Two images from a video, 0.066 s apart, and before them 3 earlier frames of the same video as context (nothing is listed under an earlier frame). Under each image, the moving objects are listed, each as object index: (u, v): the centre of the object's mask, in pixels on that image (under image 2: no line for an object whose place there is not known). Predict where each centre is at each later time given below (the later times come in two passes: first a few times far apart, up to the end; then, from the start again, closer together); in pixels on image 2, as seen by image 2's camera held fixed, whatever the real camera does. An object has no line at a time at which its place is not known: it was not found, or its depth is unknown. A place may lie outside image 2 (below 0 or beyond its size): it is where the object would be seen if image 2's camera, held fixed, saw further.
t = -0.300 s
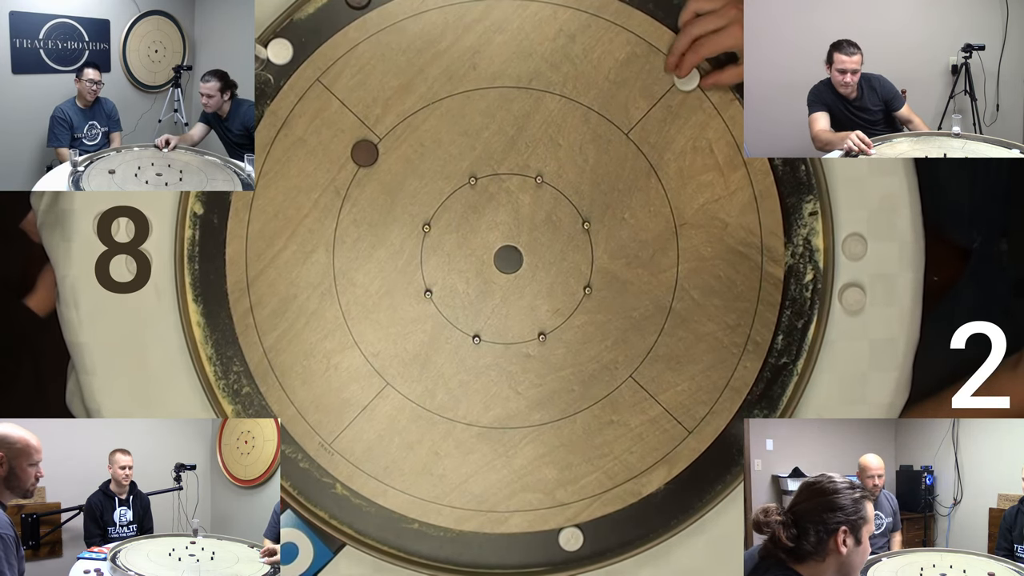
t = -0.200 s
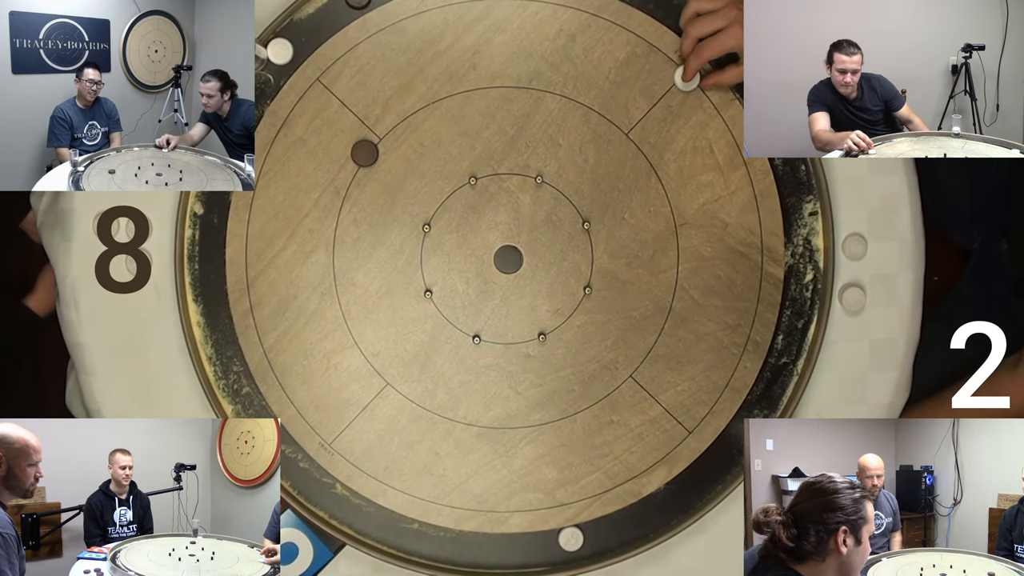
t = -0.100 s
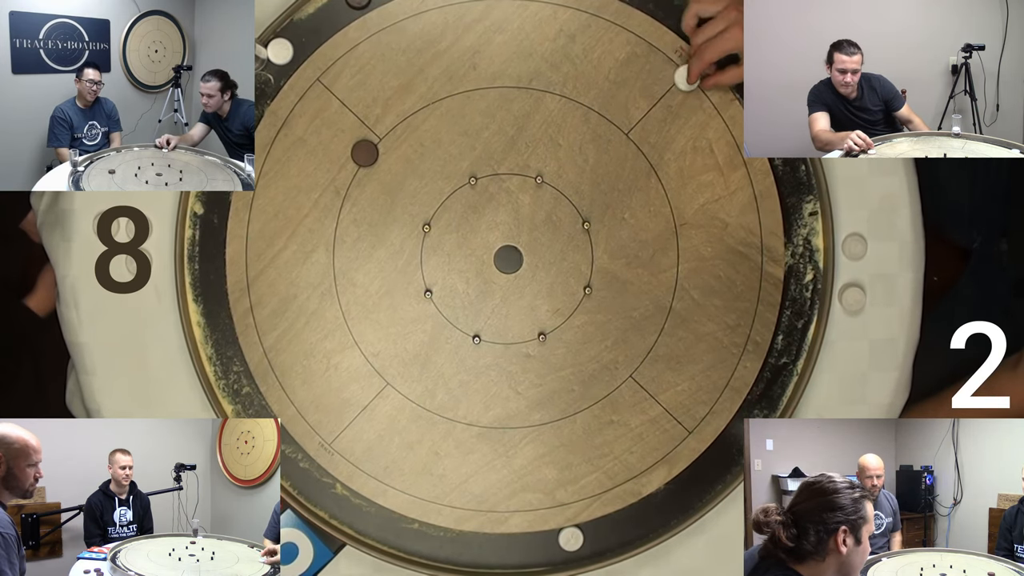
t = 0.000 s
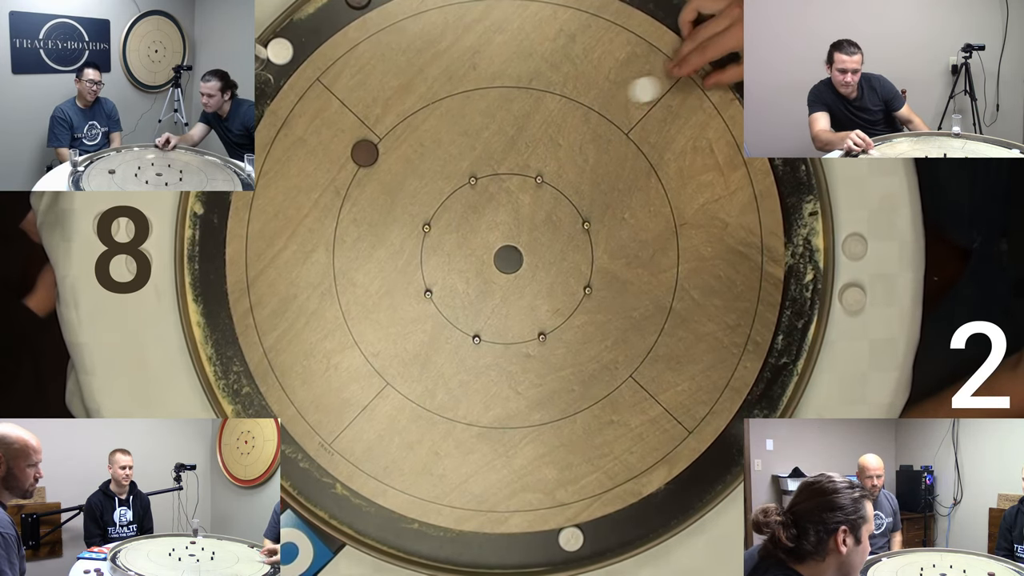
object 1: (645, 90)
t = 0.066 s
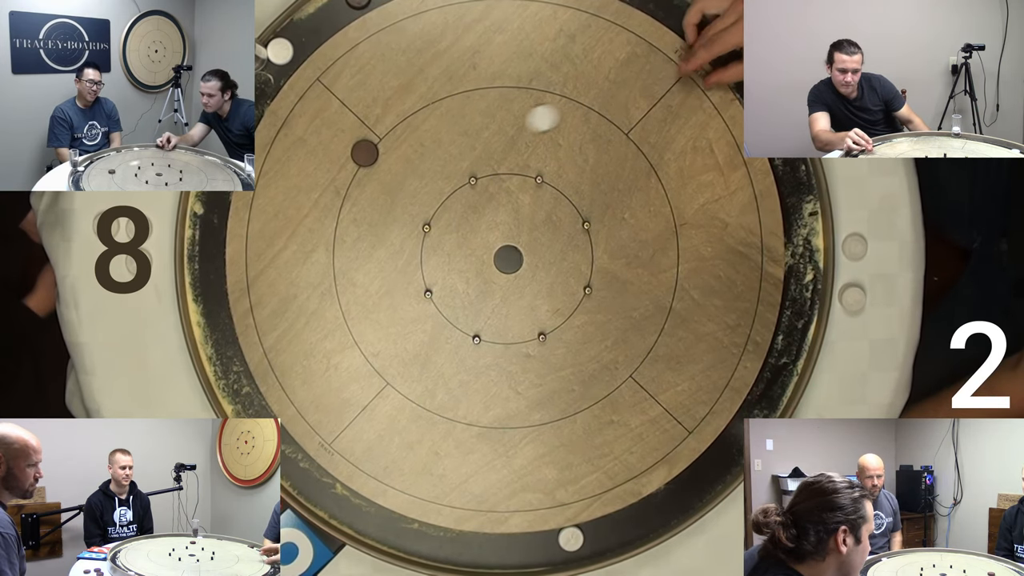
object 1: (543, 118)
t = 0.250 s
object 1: (371, 193)
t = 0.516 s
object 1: (326, 269)
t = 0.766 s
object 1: (316, 287)
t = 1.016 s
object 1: (316, 287)
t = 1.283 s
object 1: (316, 287)
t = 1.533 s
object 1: (316, 287)
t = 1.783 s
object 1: (316, 287)
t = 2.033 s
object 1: (316, 287)
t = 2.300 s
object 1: (316, 287)
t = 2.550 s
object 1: (316, 287)
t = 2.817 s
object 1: (316, 287)
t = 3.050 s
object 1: (316, 287)
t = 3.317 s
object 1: (316, 287)
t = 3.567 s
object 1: (316, 287)
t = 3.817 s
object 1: (316, 287)
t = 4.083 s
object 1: (316, 287)
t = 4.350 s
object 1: (316, 287)
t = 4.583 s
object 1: (316, 287)
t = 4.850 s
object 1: (316, 287)
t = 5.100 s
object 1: (316, 287)
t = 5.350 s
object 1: (316, 287)
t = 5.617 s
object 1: (316, 287)
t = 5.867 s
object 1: (316, 287)
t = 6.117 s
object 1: (316, 287)
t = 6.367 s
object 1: (316, 287)
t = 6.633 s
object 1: (316, 287)
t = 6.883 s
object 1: (316, 287)
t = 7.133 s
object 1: (316, 287)
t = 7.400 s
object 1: (316, 287)
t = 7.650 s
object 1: (316, 287)
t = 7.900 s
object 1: (316, 287)
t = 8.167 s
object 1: (316, 287)
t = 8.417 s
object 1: (316, 287)
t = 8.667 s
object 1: (316, 287)
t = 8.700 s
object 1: (316, 287)
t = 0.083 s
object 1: (517, 125)
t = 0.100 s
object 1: (492, 132)
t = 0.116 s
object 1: (468, 139)
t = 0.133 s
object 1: (444, 145)
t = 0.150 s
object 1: (420, 152)
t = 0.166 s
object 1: (396, 158)
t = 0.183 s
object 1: (388, 165)
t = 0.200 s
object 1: (383, 173)
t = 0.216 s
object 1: (379, 180)
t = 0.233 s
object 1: (375, 187)
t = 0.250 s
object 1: (371, 193)
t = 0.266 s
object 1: (367, 200)
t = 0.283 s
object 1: (363, 206)
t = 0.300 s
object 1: (359, 213)
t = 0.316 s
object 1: (356, 218)
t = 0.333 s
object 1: (353, 224)
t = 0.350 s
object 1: (349, 229)
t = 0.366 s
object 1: (346, 234)
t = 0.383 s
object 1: (344, 239)
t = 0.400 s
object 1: (341, 243)
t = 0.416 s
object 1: (338, 248)
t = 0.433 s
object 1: (336, 252)
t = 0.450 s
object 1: (334, 256)
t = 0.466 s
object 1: (331, 260)
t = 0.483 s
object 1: (330, 263)
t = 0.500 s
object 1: (328, 266)
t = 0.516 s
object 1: (326, 269)
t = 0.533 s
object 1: (324, 272)
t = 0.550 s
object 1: (323, 274)
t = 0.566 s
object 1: (322, 277)
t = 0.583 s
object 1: (320, 279)
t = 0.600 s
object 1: (320, 281)
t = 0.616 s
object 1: (319, 282)
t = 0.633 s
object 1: (318, 284)
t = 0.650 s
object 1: (317, 285)
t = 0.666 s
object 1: (317, 286)
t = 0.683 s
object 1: (316, 286)
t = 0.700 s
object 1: (316, 287)
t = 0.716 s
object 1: (316, 287)
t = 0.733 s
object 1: (316, 287)
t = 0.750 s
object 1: (316, 287)
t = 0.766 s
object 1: (316, 287)
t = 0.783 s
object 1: (316, 287)
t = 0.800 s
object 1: (316, 287)
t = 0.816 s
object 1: (316, 287)
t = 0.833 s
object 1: (316, 287)
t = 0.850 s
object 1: (316, 287)
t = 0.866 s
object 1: (316, 287)
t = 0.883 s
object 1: (316, 287)
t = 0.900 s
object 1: (316, 287)
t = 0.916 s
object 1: (316, 287)
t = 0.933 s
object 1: (316, 287)
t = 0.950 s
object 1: (316, 287)
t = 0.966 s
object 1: (316, 287)
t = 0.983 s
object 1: (316, 287)
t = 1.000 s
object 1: (316, 287)
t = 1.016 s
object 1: (316, 287)
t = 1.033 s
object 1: (316, 287)
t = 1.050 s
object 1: (316, 287)
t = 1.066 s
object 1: (316, 287)
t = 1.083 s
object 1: (316, 287)
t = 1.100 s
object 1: (316, 287)
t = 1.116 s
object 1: (316, 287)
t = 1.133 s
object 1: (316, 287)
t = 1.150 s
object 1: (316, 287)
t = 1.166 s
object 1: (316, 287)
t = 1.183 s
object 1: (316, 287)
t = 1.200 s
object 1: (316, 287)
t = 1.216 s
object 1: (316, 287)
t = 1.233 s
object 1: (316, 287)
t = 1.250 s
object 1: (316, 287)
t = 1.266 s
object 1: (316, 287)
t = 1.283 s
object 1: (316, 287)
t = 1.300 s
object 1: (316, 287)
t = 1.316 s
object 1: (316, 287)
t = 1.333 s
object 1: (316, 287)
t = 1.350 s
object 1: (316, 287)
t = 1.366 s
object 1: (316, 287)
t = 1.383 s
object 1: (316, 287)
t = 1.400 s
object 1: (316, 287)
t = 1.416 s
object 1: (316, 287)
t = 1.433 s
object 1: (316, 287)
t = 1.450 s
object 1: (316, 287)
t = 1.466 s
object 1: (316, 287)
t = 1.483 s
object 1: (316, 287)
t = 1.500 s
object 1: (316, 287)
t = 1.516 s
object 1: (316, 287)
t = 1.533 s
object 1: (316, 287)
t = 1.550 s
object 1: (316, 287)
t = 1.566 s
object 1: (316, 287)
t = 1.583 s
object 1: (316, 287)
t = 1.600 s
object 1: (316, 287)
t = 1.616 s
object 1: (316, 287)
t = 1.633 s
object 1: (316, 287)
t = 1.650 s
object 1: (316, 287)
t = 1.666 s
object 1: (316, 287)
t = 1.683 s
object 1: (316, 287)
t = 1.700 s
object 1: (316, 287)
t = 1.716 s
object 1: (316, 287)
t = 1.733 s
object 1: (316, 287)
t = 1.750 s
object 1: (316, 287)
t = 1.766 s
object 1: (316, 287)
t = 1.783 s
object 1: (316, 287)
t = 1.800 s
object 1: (316, 287)
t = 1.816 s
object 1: (316, 287)
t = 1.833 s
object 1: (316, 287)
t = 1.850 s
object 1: (316, 287)
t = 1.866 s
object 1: (316, 287)
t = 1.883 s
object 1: (316, 287)
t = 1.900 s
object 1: (316, 287)
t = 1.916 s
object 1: (316, 287)
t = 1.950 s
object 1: (316, 287)
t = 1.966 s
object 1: (316, 287)
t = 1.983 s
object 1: (316, 287)
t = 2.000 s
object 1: (316, 287)
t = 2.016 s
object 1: (316, 287)
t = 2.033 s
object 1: (316, 287)
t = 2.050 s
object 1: (316, 287)
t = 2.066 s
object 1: (316, 287)
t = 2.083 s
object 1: (316, 287)
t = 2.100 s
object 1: (316, 287)
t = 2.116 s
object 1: (316, 287)
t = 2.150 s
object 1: (316, 287)
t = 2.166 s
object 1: (316, 287)
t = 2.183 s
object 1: (316, 287)
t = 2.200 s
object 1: (316, 287)
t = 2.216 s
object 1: (316, 287)
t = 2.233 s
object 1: (316, 287)
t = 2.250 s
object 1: (316, 287)
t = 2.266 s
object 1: (316, 287)
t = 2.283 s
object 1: (316, 287)
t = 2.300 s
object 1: (316, 287)
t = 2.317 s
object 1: (316, 287)
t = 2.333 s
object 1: (316, 287)
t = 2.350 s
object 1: (316, 287)
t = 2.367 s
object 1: (316, 287)
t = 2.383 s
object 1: (316, 287)
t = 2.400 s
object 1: (316, 287)
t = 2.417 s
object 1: (316, 287)
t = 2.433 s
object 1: (316, 287)
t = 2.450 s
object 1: (316, 287)
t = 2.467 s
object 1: (316, 287)
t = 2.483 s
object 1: (316, 287)
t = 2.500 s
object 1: (316, 287)
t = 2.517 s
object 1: (316, 287)
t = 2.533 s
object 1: (316, 287)
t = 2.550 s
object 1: (316, 287)
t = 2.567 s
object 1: (316, 287)
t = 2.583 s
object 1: (316, 287)
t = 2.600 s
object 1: (316, 287)
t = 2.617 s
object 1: (316, 287)
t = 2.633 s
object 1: (316, 287)
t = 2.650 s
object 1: (316, 287)
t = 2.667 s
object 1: (316, 287)
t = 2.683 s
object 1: (316, 287)
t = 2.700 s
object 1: (316, 287)
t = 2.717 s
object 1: (316, 287)
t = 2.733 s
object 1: (316, 287)
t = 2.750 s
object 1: (316, 287)
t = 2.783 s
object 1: (316, 287)
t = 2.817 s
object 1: (316, 287)
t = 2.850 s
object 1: (316, 287)
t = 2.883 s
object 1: (316, 287)
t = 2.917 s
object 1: (316, 287)
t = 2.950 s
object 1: (316, 287)
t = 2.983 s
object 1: (316, 287)
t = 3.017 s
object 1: (316, 287)
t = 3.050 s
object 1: (316, 287)
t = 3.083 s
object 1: (316, 287)
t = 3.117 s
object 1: (316, 287)
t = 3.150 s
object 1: (316, 287)
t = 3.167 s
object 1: (316, 287)
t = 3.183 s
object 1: (316, 287)
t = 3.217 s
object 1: (316, 287)
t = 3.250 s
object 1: (316, 287)
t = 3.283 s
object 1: (316, 287)
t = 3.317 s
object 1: (316, 287)
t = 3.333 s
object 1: (316, 287)
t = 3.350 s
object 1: (316, 287)
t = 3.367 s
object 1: (316, 287)
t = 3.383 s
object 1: (316, 287)
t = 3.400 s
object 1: (316, 287)
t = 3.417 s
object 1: (316, 287)
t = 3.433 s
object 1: (316, 287)
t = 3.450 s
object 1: (316, 287)
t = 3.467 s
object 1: (316, 287)
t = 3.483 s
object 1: (316, 287)
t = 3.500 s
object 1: (316, 287)
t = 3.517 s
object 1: (316, 287)
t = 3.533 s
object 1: (316, 287)
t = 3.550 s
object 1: (316, 287)
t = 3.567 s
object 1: (316, 287)
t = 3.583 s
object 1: (316, 287)
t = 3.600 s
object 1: (316, 287)
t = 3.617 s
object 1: (316, 287)
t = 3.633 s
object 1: (316, 287)
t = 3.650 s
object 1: (316, 287)
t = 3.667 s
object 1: (316, 287)
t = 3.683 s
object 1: (316, 287)
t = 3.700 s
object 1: (316, 287)
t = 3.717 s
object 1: (316, 287)
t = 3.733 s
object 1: (316, 287)
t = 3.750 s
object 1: (316, 287)
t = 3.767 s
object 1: (316, 287)
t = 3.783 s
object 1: (316, 287)
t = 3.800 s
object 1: (316, 287)
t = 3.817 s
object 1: (316, 287)
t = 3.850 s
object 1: (316, 287)
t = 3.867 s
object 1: (316, 287)
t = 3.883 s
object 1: (316, 287)
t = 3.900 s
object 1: (316, 287)
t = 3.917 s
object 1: (316, 287)
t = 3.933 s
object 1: (316, 287)
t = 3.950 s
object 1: (316, 287)
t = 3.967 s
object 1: (316, 287)
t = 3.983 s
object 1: (316, 287)
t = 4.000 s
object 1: (316, 287)
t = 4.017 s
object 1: (316, 287)
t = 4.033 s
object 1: (316, 287)
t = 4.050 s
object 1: (316, 287)
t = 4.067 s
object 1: (316, 287)
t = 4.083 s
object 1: (316, 287)
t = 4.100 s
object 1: (316, 287)
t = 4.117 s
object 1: (316, 287)
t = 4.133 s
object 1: (316, 287)
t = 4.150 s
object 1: (316, 287)
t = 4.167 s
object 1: (316, 287)
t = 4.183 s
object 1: (316, 287)
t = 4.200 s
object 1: (316, 287)
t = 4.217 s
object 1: (316, 287)
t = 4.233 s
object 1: (316, 287)
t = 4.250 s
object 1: (316, 287)
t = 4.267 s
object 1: (316, 287)
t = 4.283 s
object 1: (316, 287)
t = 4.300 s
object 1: (316, 287)
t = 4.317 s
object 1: (316, 287)
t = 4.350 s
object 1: (316, 287)
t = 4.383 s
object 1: (316, 287)
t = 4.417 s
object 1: (316, 287)
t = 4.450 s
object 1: (316, 287)
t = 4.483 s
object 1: (316, 287)
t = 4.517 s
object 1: (316, 287)
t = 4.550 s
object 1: (316, 287)
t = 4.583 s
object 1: (316, 287)
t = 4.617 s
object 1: (316, 287)
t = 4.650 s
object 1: (316, 287)
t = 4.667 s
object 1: (316, 287)
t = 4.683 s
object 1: (316, 287)
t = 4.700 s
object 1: (316, 287)
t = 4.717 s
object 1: (316, 287)
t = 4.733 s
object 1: (316, 287)
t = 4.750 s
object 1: (316, 287)
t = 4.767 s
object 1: (316, 287)
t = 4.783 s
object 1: (316, 287)
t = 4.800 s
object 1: (316, 287)
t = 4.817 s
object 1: (316, 287)
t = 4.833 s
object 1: (316, 287)
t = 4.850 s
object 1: (316, 287)
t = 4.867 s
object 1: (316, 287)
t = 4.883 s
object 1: (316, 287)
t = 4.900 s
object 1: (316, 287)
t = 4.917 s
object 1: (316, 287)
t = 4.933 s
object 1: (316, 287)
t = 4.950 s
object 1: (316, 287)
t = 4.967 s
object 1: (316, 287)
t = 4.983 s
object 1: (316, 287)
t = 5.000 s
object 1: (316, 287)
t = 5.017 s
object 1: (316, 287)
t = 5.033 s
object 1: (316, 287)
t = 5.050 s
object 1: (316, 287)
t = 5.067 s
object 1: (316, 287)
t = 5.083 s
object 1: (316, 287)
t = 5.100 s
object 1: (316, 287)
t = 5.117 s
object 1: (316, 287)
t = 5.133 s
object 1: (316, 287)
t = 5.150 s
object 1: (316, 287)
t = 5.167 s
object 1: (316, 287)
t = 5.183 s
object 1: (316, 287)
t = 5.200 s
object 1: (316, 287)
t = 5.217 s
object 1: (316, 287)
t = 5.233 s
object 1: (316, 287)
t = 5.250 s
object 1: (316, 287)
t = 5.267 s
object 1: (316, 287)
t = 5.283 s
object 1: (316, 287)
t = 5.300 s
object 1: (316, 287)
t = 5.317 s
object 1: (316, 287)
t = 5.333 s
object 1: (316, 287)
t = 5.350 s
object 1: (316, 287)
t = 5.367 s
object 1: (316, 287)
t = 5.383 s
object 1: (316, 287)
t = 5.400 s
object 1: (316, 287)
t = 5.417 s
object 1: (316, 287)
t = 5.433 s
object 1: (316, 287)
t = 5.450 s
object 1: (316, 287)
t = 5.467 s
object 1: (316, 287)
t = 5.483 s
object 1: (316, 287)
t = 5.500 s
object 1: (316, 287)
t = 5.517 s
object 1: (316, 287)
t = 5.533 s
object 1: (316, 287)
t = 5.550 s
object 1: (316, 287)
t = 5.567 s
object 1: (316, 287)
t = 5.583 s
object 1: (316, 287)
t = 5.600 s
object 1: (316, 287)
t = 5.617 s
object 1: (316, 287)
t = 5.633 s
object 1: (316, 287)
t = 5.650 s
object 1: (316, 287)
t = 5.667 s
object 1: (316, 287)
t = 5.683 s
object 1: (316, 287)
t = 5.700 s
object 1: (316, 287)
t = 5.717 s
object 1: (316, 287)
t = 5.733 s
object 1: (316, 287)
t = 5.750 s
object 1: (316, 287)
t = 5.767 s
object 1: (316, 287)
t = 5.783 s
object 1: (316, 287)
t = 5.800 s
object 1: (316, 287)
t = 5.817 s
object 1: (316, 287)
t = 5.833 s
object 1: (316, 287)
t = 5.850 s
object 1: (316, 287)
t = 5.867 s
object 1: (316, 287)
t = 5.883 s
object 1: (316, 287)
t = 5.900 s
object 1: (316, 287)
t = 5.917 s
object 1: (316, 287)
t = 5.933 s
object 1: (316, 287)
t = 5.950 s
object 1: (316, 287)
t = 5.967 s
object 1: (316, 287)
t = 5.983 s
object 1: (316, 287)
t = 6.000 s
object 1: (316, 287)
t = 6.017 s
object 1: (316, 287)
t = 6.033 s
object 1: (316, 287)
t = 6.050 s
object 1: (316, 287)
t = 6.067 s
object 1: (316, 287)
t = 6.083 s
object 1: (316, 287)
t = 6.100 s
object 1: (316, 287)
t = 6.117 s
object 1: (316, 287)
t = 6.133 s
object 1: (316, 287)
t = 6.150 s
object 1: (316, 287)
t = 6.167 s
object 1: (316, 287)
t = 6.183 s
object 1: (316, 287)
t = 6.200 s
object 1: (316, 287)
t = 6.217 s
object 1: (316, 287)
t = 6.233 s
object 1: (316, 287)
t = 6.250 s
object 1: (316, 287)
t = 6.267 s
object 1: (316, 287)
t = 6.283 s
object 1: (316, 287)
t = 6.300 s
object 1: (316, 287)
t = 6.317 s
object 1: (316, 287)
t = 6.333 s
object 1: (316, 287)
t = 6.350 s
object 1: (316, 287)
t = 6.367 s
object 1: (316, 287)
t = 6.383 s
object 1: (316, 287)
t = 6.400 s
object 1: (316, 287)
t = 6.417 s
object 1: (316, 287)
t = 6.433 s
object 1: (316, 287)
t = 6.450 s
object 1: (316, 287)
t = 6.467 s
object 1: (316, 287)
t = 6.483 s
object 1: (316, 287)
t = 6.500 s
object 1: (316, 287)
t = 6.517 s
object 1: (316, 287)
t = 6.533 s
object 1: (316, 287)
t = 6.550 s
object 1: (316, 287)
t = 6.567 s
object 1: (316, 287)
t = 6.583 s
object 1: (316, 287)
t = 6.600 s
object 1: (316, 287)
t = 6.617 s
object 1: (316, 287)
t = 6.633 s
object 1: (316, 287)
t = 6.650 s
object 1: (316, 287)
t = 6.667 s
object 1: (316, 287)
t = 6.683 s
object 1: (316, 287)
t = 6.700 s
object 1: (316, 287)
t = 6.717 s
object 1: (316, 287)
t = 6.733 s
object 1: (316, 287)
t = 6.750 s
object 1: (316, 287)
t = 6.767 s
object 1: (316, 287)
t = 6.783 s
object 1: (316, 287)
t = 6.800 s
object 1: (316, 287)
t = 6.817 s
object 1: (316, 287)
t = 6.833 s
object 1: (316, 287)
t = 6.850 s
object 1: (316, 287)
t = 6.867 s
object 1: (316, 287)
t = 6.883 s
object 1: (316, 287)
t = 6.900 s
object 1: (316, 287)
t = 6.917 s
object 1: (316, 287)
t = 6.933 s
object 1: (316, 287)
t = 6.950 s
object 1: (316, 287)
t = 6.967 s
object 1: (316, 287)
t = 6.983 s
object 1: (316, 287)
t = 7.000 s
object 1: (316, 287)
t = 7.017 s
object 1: (316, 287)
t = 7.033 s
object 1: (316, 287)
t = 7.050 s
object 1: (316, 287)
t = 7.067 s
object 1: (316, 287)
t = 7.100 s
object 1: (316, 287)
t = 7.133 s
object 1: (316, 287)
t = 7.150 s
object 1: (316, 287)
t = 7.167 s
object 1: (316, 287)
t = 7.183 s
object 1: (316, 287)
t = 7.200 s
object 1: (316, 287)
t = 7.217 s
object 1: (316, 287)
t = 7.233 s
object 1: (316, 287)
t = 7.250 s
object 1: (316, 287)
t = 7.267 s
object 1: (316, 287)
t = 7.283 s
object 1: (316, 287)
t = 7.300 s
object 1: (316, 287)
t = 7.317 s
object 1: (316, 287)
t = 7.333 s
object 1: (316, 287)
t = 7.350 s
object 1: (316, 287)
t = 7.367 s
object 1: (316, 287)
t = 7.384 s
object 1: (316, 287)
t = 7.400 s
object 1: (316, 287)
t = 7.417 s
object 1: (316, 287)
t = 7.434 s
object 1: (316, 287)
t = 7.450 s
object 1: (316, 287)
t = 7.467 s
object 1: (316, 287)
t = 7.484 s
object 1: (316, 287)
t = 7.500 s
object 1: (316, 287)
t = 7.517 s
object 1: (316, 287)
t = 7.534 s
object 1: (316, 287)
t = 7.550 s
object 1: (316, 287)
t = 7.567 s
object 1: (316, 287)
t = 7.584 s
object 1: (316, 287)
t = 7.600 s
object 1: (316, 287)
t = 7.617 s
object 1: (316, 287)
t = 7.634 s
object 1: (316, 287)
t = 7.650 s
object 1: (316, 287)
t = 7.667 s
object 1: (316, 287)
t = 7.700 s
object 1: (316, 287)
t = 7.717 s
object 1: (316, 287)
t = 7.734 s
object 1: (316, 287)
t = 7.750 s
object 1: (316, 287)
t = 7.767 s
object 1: (316, 287)
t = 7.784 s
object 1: (316, 287)
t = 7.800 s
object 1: (316, 287)
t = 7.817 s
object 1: (316, 287)
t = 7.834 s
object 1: (316, 287)
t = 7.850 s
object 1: (316, 287)
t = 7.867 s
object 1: (316, 287)
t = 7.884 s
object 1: (316, 287)
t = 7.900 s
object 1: (316, 287)
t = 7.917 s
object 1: (316, 287)
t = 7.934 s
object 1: (316, 287)
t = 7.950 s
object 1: (316, 287)
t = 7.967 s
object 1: (316, 287)
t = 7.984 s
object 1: (316, 287)
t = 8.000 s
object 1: (316, 287)
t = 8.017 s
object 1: (316, 287)
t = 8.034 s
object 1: (316, 287)
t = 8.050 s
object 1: (316, 287)
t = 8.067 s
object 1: (316, 287)
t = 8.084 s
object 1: (316, 287)
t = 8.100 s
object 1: (316, 287)
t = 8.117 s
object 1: (316, 287)
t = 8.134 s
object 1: (316, 287)
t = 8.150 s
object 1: (316, 287)
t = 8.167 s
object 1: (316, 287)
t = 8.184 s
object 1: (316, 287)
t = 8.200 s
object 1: (316, 287)
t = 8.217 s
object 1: (316, 287)
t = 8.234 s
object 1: (316, 287)
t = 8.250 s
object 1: (316, 287)
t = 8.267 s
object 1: (316, 287)
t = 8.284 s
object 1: (316, 287)
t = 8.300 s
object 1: (316, 287)
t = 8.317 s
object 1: (316, 287)
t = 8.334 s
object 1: (316, 287)
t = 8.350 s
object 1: (316, 287)
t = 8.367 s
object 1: (316, 287)
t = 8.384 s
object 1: (316, 287)
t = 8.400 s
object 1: (316, 287)
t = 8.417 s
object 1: (316, 287)
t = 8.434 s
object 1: (316, 287)
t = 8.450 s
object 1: (316, 287)
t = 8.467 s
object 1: (316, 287)
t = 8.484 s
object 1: (316, 287)
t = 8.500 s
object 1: (316, 287)
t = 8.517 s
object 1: (316, 287)
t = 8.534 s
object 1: (316, 287)
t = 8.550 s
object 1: (316, 287)
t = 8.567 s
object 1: (316, 287)
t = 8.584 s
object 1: (316, 287)
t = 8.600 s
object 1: (316, 287)
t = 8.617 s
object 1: (316, 287)
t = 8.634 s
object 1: (316, 287)
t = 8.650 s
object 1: (316, 287)
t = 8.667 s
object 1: (316, 287)
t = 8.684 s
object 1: (316, 287)
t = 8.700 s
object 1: (316, 287)
